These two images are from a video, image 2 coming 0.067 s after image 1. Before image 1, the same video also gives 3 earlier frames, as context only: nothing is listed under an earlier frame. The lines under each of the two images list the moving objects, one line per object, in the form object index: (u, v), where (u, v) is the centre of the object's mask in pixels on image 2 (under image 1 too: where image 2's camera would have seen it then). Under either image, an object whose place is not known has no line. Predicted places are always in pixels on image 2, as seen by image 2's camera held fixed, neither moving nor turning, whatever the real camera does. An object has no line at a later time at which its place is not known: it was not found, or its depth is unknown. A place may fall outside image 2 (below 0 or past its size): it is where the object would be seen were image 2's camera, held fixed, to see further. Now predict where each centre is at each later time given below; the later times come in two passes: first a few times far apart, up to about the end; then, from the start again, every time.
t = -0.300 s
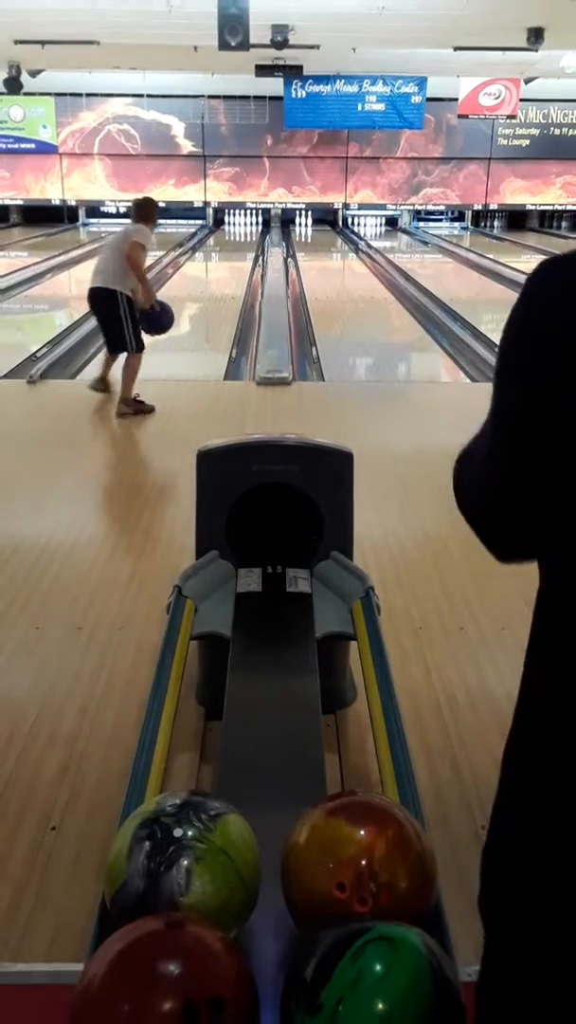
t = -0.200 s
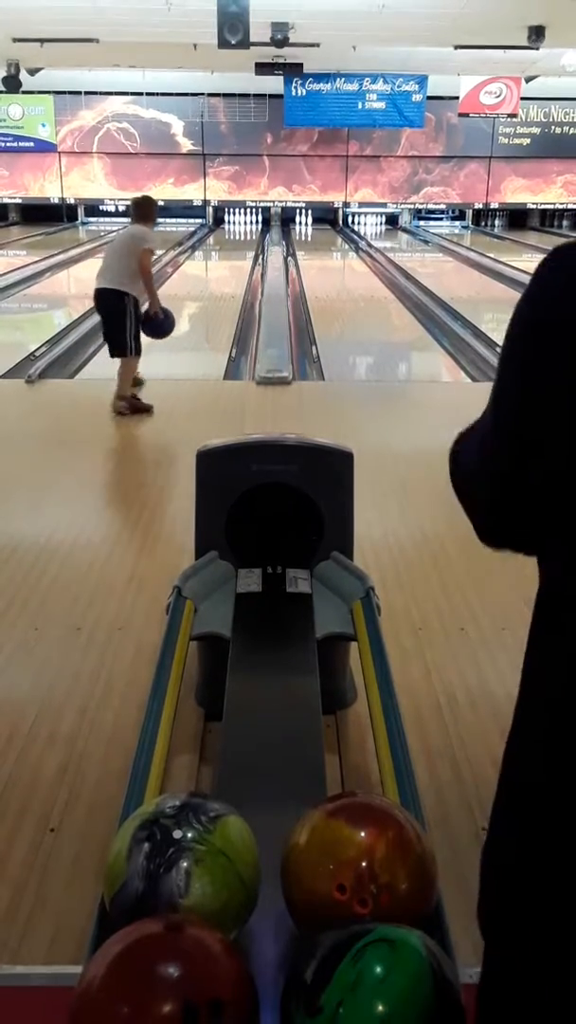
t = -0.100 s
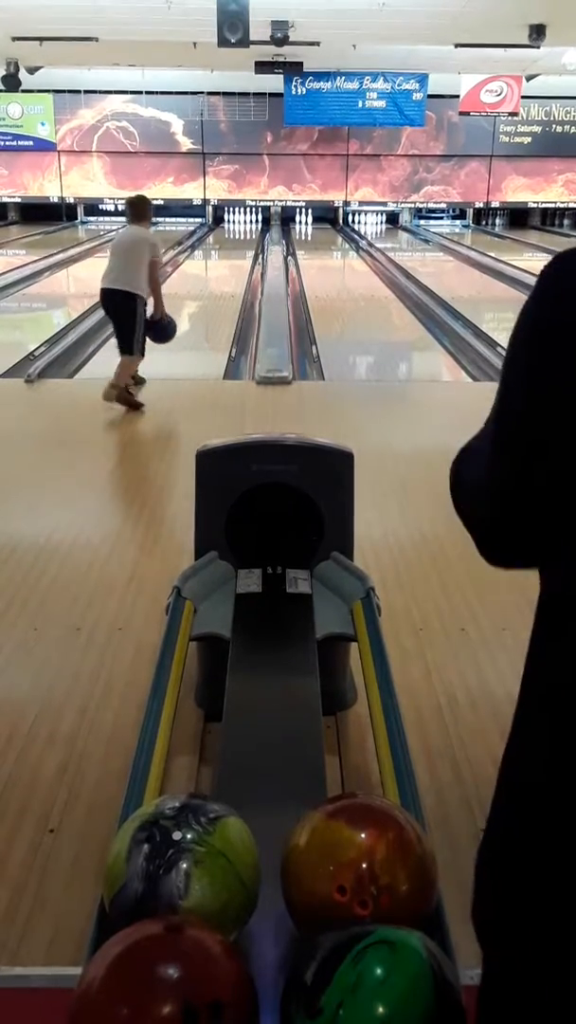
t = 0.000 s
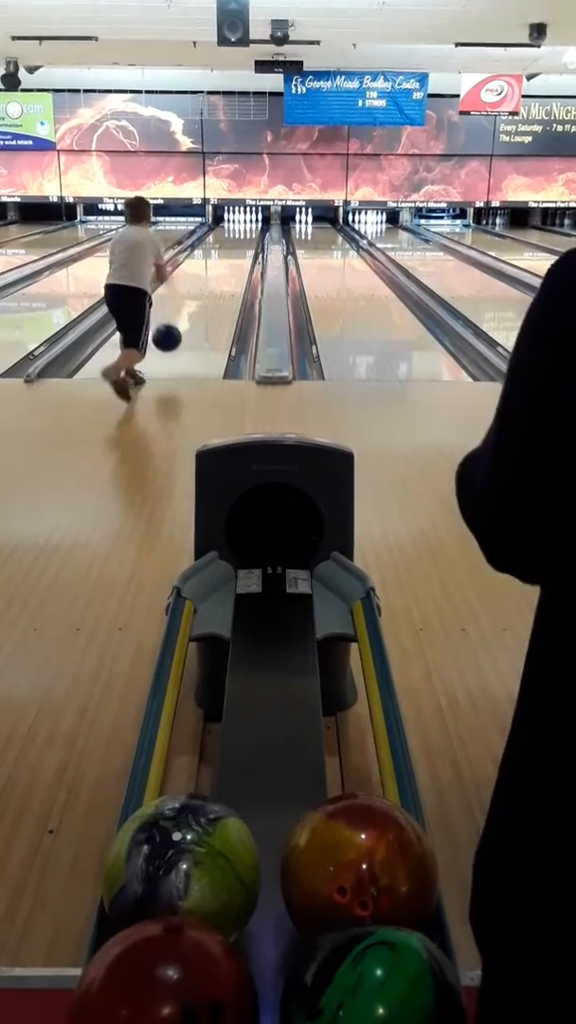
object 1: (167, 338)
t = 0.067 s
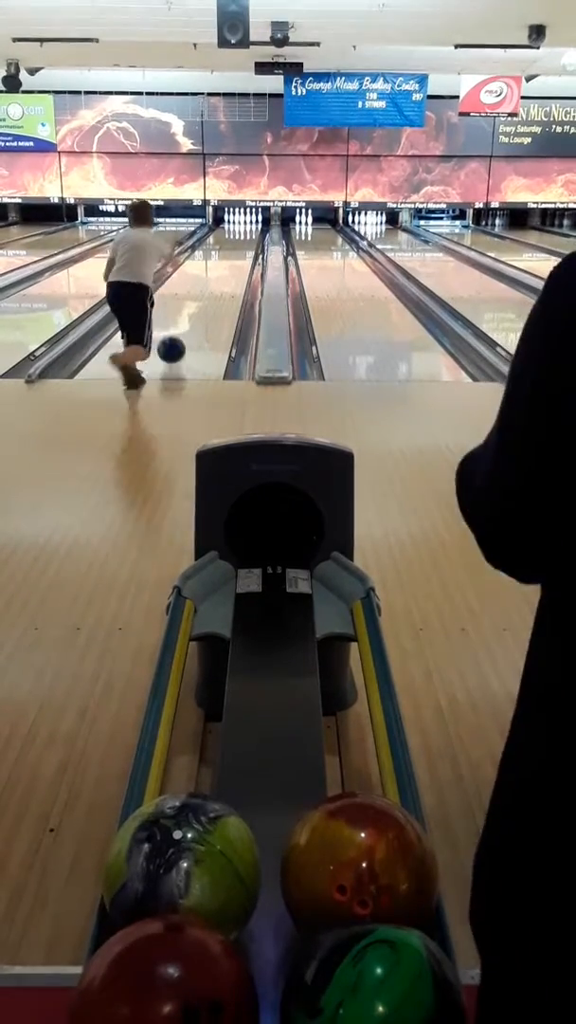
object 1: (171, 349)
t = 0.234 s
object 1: (178, 336)
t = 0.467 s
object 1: (187, 318)
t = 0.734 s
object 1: (194, 302)
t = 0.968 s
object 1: (199, 290)
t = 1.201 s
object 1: (204, 281)
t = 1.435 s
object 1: (208, 272)
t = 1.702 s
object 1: (211, 265)
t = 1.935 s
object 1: (214, 258)
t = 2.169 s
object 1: (216, 253)
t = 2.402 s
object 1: (218, 250)
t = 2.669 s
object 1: (220, 246)
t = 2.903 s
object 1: (221, 242)
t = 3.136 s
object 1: (223, 238)
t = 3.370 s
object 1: (225, 235)
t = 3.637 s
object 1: (227, 232)
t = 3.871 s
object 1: (228, 229)
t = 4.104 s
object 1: (230, 227)
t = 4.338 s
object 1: (231, 225)
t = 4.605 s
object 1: (233, 224)
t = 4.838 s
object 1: (235, 222)
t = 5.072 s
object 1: (236, 221)
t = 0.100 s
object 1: (173, 348)
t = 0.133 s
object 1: (174, 344)
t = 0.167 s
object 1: (176, 342)
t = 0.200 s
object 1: (177, 339)
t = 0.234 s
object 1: (178, 336)
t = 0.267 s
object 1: (180, 333)
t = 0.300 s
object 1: (181, 331)
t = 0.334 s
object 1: (182, 328)
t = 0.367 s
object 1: (184, 325)
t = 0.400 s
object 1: (185, 325)
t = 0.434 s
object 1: (186, 322)
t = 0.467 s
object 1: (187, 318)
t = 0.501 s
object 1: (190, 318)
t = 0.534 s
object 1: (191, 315)
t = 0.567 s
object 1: (191, 313)
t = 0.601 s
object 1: (191, 310)
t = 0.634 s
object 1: (192, 308)
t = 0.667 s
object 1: (192, 305)
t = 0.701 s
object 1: (193, 304)
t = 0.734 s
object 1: (194, 302)
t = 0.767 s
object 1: (195, 300)
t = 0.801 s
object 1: (196, 298)
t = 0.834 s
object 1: (197, 296)
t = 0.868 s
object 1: (197, 295)
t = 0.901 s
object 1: (198, 293)
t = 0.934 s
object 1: (199, 292)
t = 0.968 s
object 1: (199, 290)
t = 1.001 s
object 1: (200, 289)
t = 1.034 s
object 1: (201, 287)
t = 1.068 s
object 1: (201, 285)
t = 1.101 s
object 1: (202, 284)
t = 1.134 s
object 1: (203, 283)
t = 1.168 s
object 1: (203, 282)
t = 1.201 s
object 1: (204, 281)
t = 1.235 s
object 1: (204, 279)
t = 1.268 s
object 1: (205, 278)
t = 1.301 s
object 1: (206, 277)
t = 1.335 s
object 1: (206, 276)
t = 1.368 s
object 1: (207, 274)
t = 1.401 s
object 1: (207, 273)
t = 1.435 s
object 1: (208, 272)
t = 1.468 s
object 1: (208, 271)
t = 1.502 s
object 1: (209, 270)
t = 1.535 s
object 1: (209, 269)
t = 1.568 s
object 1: (210, 268)
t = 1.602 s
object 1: (210, 267)
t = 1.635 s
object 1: (210, 266)
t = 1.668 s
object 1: (210, 266)
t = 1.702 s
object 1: (211, 265)
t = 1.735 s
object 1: (211, 264)
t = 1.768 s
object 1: (212, 263)
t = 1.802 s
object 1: (212, 262)
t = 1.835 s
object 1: (213, 261)
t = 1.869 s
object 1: (213, 260)
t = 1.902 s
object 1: (213, 259)
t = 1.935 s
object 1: (214, 258)
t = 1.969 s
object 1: (215, 257)
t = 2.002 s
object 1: (215, 257)
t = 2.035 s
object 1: (215, 257)
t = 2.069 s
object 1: (216, 255)
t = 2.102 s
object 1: (216, 255)
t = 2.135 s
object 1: (216, 254)
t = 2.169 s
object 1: (216, 253)
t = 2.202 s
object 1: (217, 253)
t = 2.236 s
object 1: (217, 252)
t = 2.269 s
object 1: (217, 252)
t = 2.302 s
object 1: (218, 251)
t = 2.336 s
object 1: (218, 250)
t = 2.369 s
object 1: (218, 250)
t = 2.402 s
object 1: (218, 250)
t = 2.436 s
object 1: (219, 248)
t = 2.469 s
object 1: (219, 248)
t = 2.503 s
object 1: (219, 247)
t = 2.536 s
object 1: (219, 247)
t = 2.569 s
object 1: (220, 247)
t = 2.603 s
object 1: (220, 246)
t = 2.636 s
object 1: (220, 246)
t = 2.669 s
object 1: (220, 246)
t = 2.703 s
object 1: (221, 245)
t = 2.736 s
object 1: (220, 244)
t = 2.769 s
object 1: (221, 244)
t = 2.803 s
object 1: (221, 244)
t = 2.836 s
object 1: (221, 243)
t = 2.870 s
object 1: (221, 242)
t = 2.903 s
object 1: (221, 242)
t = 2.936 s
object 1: (222, 242)
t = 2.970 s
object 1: (222, 241)
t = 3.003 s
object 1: (222, 240)
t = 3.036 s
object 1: (222, 240)
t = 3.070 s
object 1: (223, 240)
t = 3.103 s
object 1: (223, 239)
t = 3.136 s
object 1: (223, 238)
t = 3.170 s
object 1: (224, 237)
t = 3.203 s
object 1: (225, 237)
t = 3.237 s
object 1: (225, 236)
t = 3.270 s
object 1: (225, 236)
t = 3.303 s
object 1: (225, 236)
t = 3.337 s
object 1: (225, 235)
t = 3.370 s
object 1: (225, 235)
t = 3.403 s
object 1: (226, 234)
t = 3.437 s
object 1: (226, 233)
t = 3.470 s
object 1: (226, 233)
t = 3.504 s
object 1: (226, 233)
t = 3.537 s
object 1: (227, 232)
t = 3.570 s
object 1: (227, 232)
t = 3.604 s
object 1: (227, 232)
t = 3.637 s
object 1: (227, 232)
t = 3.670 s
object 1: (227, 231)
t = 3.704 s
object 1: (227, 231)
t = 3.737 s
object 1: (227, 230)
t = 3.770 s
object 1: (228, 230)
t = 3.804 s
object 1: (228, 230)
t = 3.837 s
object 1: (228, 230)
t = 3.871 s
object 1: (228, 229)
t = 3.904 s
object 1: (229, 229)
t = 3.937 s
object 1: (229, 229)
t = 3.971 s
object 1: (229, 228)
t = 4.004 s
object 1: (229, 228)
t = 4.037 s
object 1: (230, 228)
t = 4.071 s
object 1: (230, 227)
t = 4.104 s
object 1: (230, 227)
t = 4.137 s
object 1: (230, 227)
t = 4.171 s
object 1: (230, 227)
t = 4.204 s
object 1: (230, 227)
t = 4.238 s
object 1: (231, 226)
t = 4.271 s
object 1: (231, 225)
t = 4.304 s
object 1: (231, 225)
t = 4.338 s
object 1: (231, 225)
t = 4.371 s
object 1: (232, 225)
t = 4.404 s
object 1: (232, 225)
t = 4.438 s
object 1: (232, 225)
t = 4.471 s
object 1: (232, 224)
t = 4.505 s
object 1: (232, 224)
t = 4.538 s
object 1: (232, 224)
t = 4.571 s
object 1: (233, 224)
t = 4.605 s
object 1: (233, 224)
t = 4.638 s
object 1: (233, 223)
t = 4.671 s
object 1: (233, 223)
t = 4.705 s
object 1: (233, 223)
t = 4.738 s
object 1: (233, 223)
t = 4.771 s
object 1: (234, 223)
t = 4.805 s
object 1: (234, 222)
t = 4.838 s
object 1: (235, 222)
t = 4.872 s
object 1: (235, 222)
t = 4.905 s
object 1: (235, 222)
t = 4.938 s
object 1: (235, 221)
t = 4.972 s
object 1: (235, 222)
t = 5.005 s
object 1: (235, 221)
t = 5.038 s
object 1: (235, 221)
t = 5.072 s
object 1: (236, 221)
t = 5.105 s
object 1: (236, 221)
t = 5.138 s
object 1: (236, 221)
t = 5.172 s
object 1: (235, 220)
